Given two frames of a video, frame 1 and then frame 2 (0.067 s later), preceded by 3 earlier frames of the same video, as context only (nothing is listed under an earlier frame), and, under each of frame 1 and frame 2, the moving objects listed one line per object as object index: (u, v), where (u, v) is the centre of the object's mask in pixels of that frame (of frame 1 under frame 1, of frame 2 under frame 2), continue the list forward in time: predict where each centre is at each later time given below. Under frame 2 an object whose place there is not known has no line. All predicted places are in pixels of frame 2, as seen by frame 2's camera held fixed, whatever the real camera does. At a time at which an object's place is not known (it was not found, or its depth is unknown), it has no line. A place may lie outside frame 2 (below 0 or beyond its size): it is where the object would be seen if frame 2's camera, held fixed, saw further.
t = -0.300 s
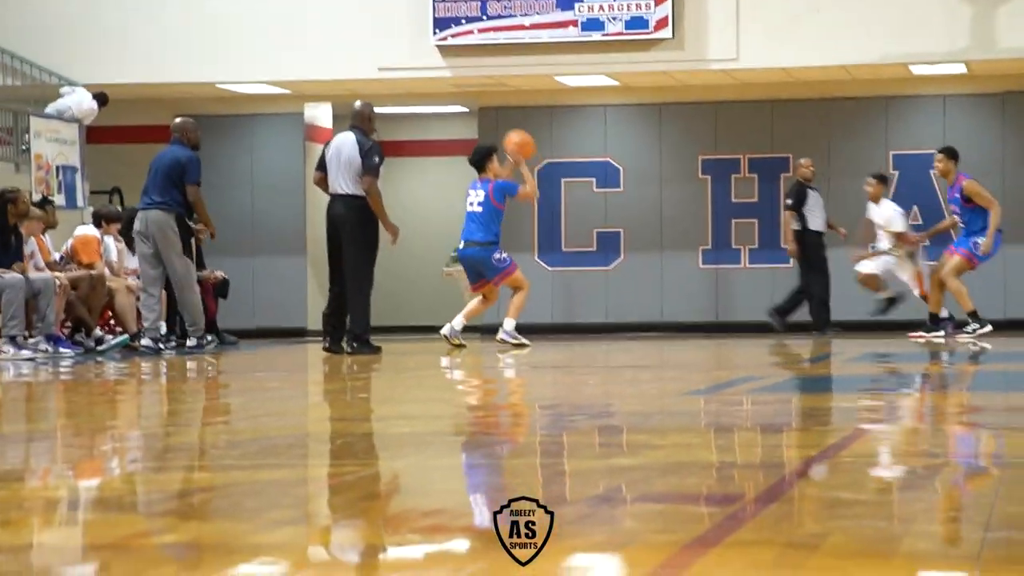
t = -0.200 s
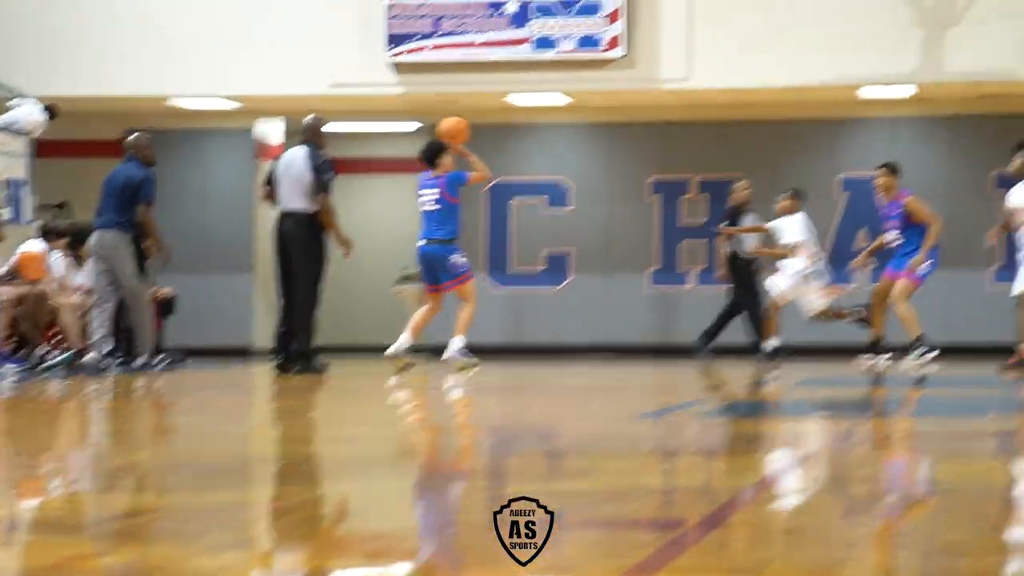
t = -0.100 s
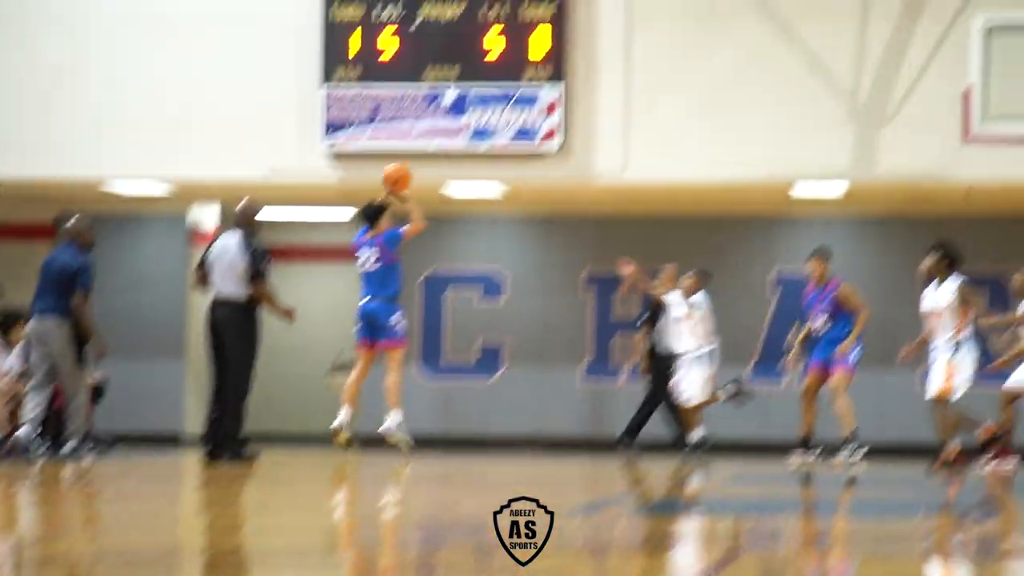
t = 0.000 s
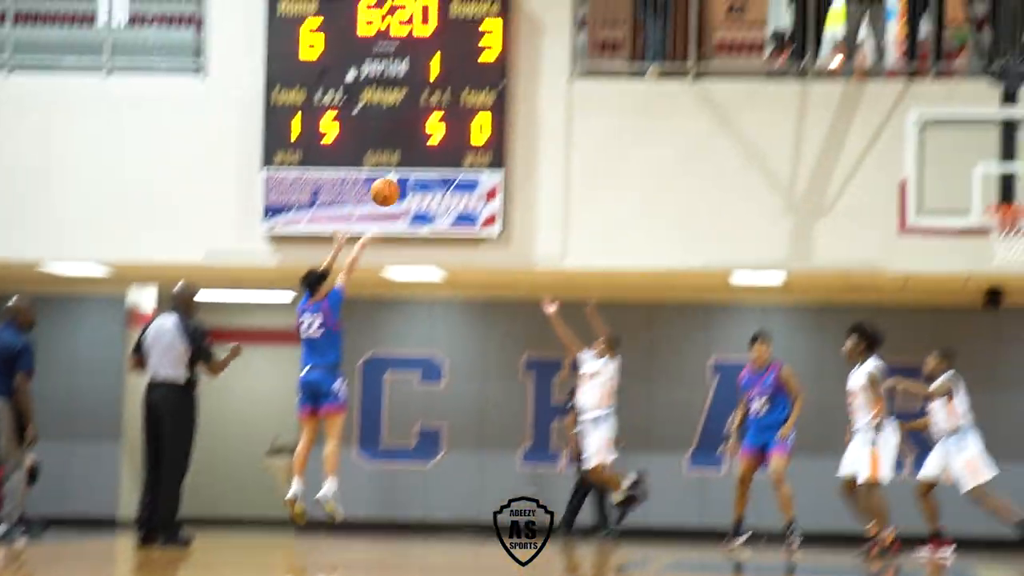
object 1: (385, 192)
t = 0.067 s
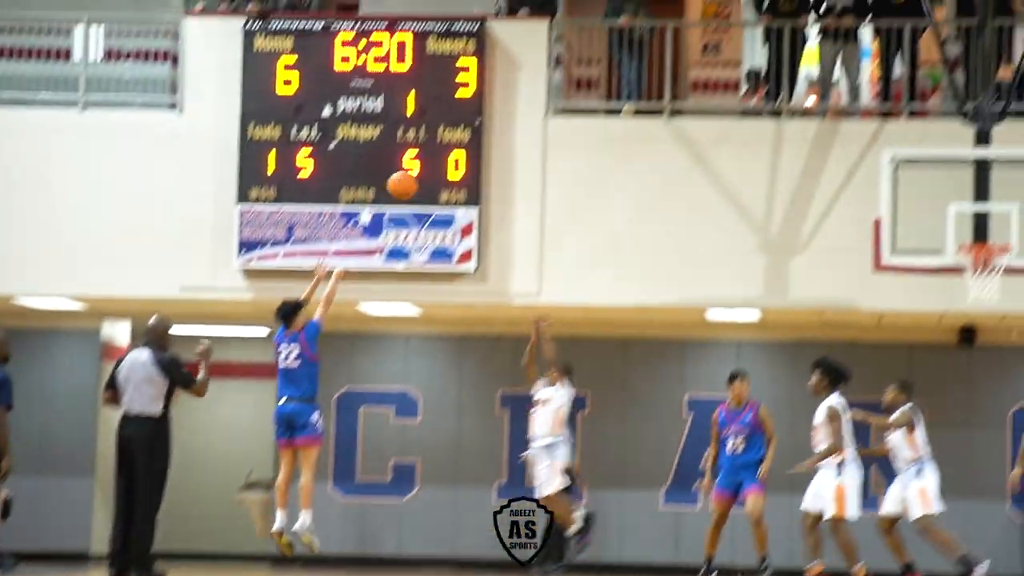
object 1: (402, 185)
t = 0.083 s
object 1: (412, 175)
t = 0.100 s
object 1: (423, 166)
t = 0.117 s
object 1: (433, 157)
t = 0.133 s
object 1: (442, 148)
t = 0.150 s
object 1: (452, 139)
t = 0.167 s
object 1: (463, 132)
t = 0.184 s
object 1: (472, 125)
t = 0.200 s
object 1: (483, 118)
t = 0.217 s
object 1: (492, 111)
